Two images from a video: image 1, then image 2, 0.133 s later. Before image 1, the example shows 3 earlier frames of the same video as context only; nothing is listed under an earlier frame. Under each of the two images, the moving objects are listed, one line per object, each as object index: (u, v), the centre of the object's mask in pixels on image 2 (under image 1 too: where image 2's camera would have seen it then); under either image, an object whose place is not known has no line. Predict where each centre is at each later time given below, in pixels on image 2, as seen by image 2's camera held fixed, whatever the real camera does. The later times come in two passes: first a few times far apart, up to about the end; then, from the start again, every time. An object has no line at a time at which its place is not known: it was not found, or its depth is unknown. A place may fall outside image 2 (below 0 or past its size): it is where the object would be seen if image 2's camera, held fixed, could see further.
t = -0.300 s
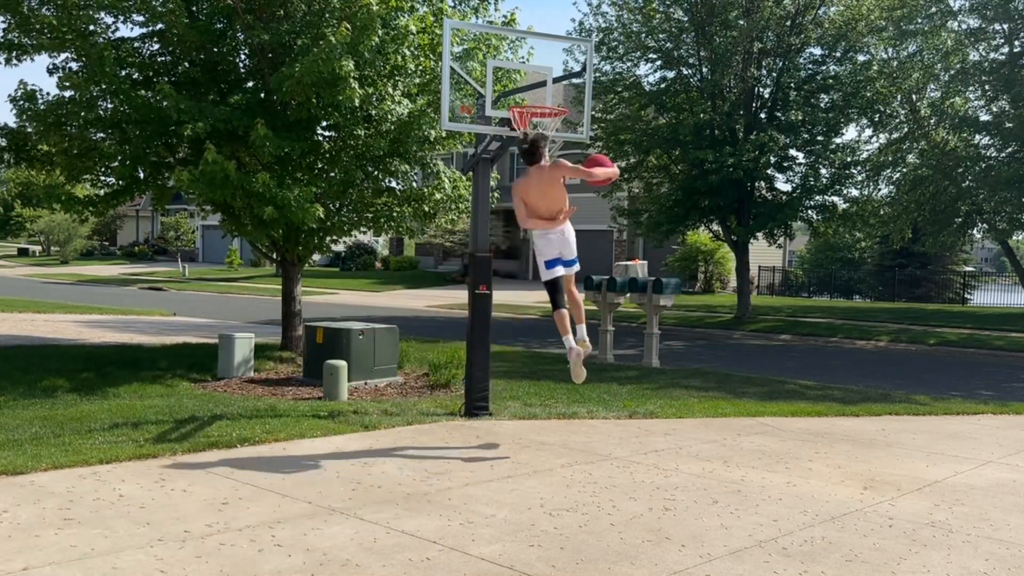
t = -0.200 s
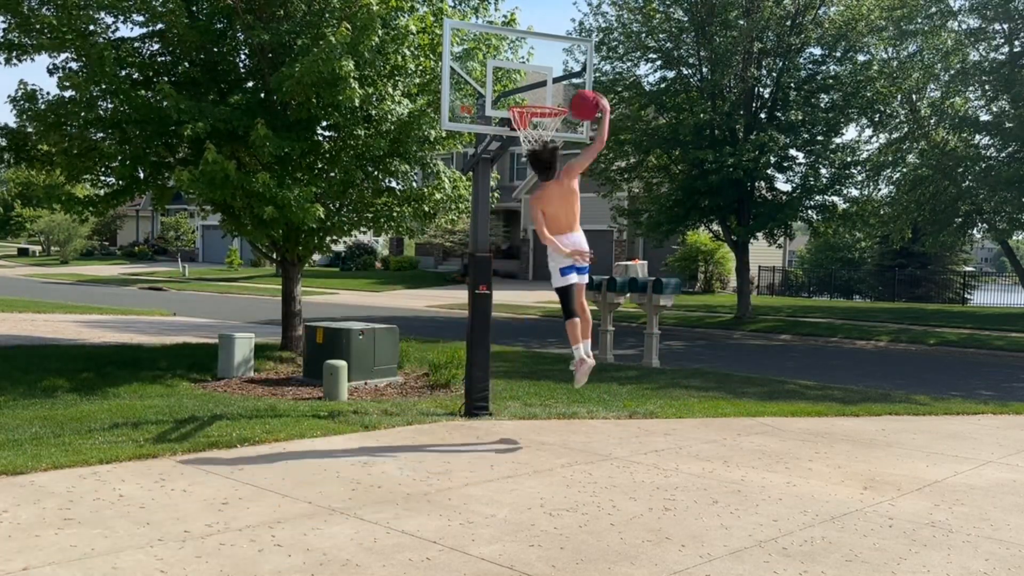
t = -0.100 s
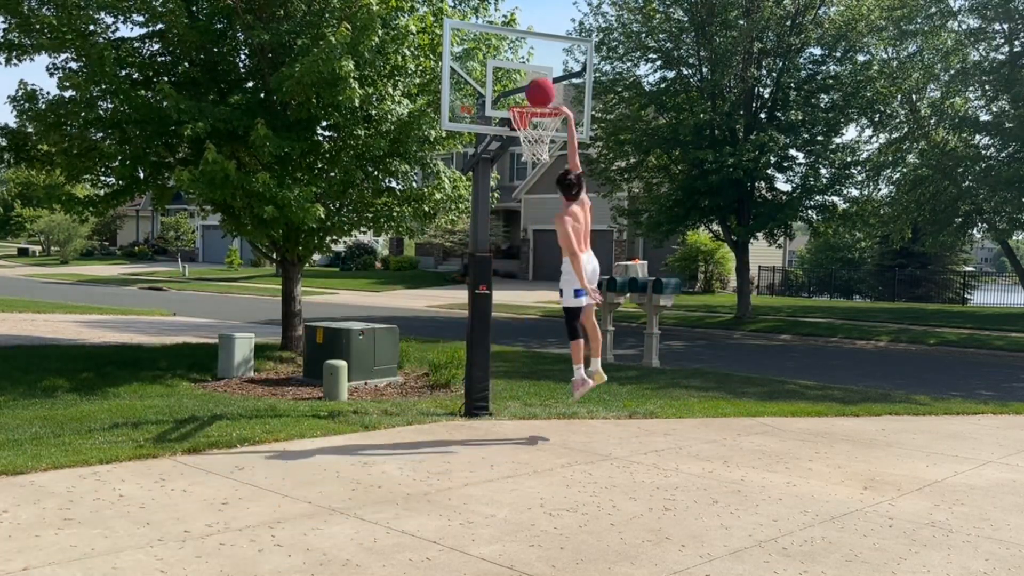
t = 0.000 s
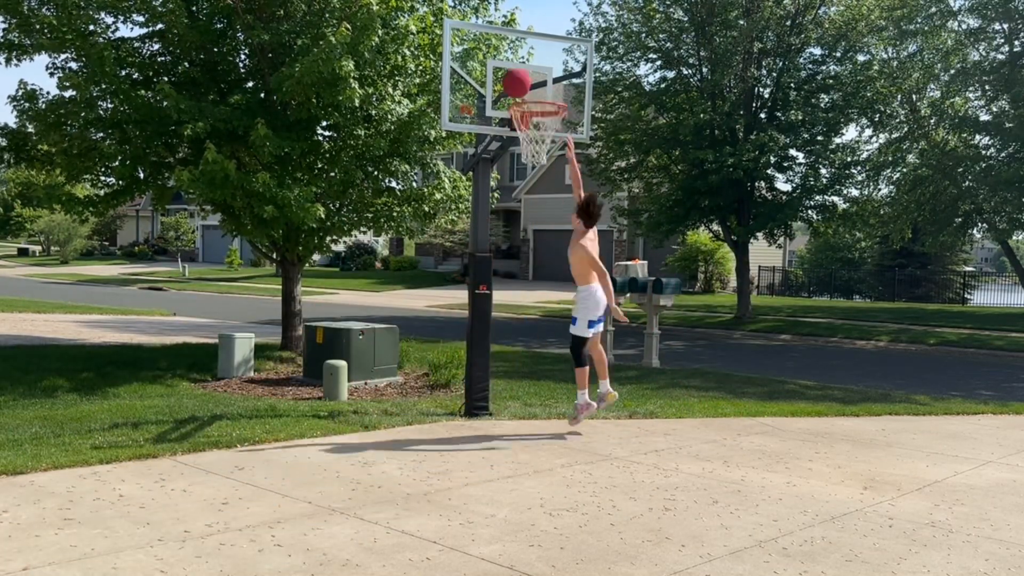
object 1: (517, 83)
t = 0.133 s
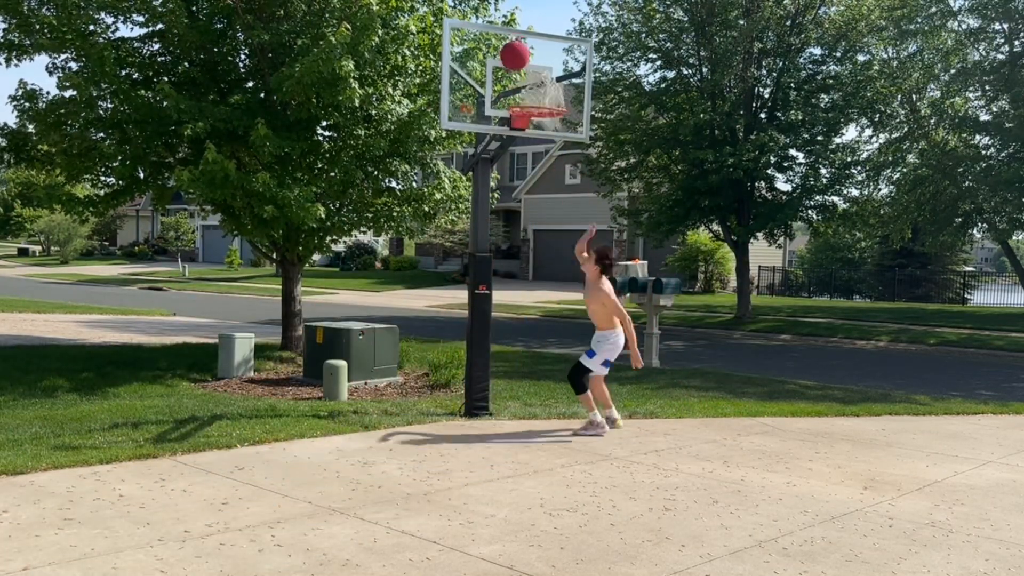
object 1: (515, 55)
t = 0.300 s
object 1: (513, 51)
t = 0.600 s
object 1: (499, 95)
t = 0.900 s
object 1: (491, 136)
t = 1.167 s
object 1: (480, 275)
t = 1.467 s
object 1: (472, 377)
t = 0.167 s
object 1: (515, 52)
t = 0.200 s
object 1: (514, 50)
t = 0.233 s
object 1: (514, 49)
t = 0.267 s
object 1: (513, 49)
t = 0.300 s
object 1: (513, 51)
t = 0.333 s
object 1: (512, 54)
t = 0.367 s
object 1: (511, 59)
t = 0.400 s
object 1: (510, 65)
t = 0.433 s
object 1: (510, 72)
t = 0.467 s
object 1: (509, 81)
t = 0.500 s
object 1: (508, 90)
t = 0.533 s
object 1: (505, 98)
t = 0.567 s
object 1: (500, 97)
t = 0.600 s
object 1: (499, 95)
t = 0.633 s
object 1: (498, 94)
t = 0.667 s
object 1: (498, 94)
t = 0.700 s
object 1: (497, 96)
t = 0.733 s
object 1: (496, 98)
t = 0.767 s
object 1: (495, 103)
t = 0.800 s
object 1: (493, 109)
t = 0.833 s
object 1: (493, 117)
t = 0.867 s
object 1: (492, 125)
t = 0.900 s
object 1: (491, 136)
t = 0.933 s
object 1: (491, 148)
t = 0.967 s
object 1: (489, 162)
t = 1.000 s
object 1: (488, 177)
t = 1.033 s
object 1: (486, 193)
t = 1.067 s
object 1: (485, 211)
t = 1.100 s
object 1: (483, 231)
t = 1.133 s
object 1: (482, 252)
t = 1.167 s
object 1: (480, 275)
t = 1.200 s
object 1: (479, 300)
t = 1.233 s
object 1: (478, 326)
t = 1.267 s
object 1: (476, 354)
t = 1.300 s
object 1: (474, 384)
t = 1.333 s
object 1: (472, 415)
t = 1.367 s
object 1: (470, 446)
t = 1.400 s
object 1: (471, 423)
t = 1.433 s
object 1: (471, 399)
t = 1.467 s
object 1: (472, 377)
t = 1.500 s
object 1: (471, 356)
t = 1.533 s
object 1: (472, 337)
